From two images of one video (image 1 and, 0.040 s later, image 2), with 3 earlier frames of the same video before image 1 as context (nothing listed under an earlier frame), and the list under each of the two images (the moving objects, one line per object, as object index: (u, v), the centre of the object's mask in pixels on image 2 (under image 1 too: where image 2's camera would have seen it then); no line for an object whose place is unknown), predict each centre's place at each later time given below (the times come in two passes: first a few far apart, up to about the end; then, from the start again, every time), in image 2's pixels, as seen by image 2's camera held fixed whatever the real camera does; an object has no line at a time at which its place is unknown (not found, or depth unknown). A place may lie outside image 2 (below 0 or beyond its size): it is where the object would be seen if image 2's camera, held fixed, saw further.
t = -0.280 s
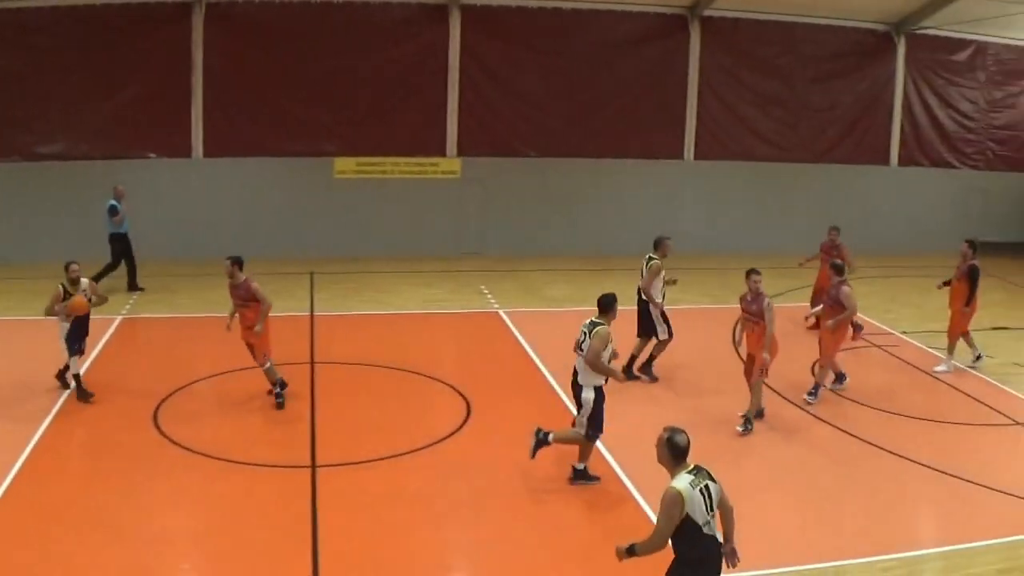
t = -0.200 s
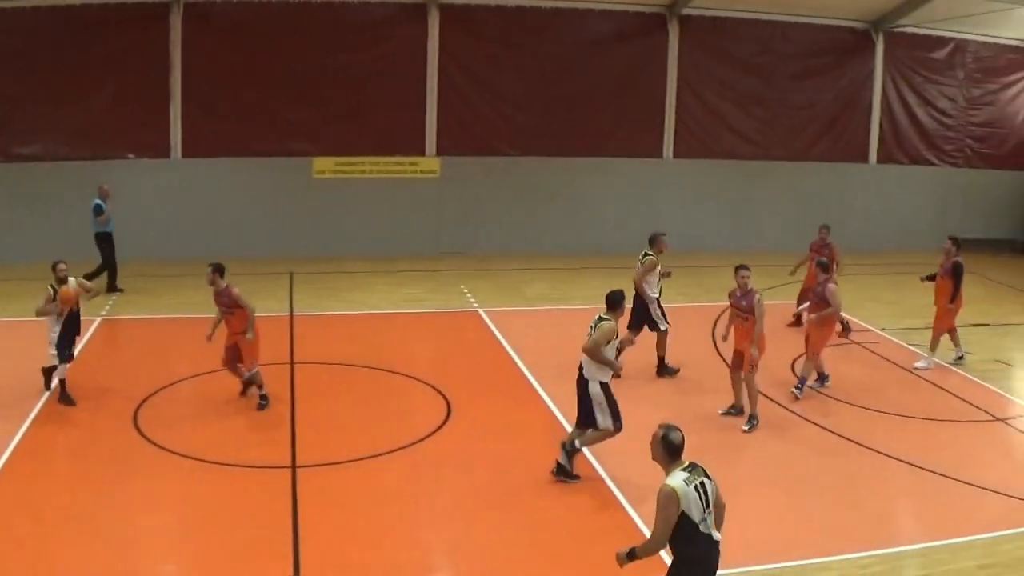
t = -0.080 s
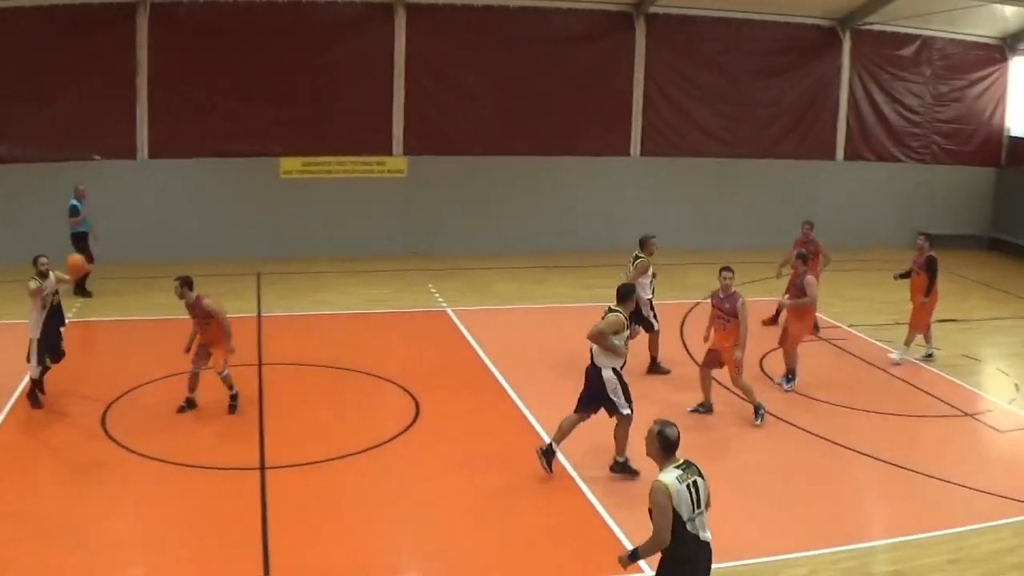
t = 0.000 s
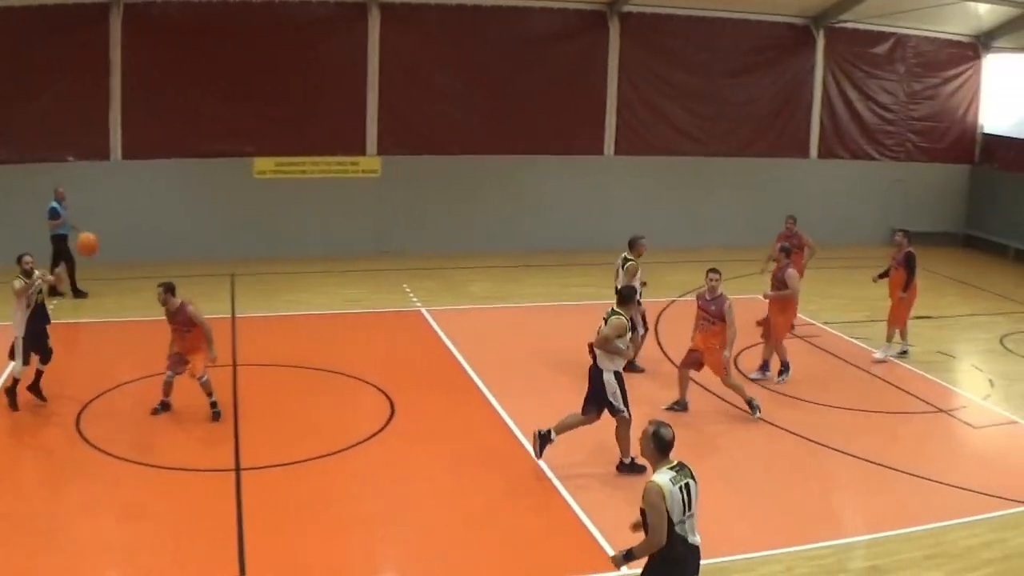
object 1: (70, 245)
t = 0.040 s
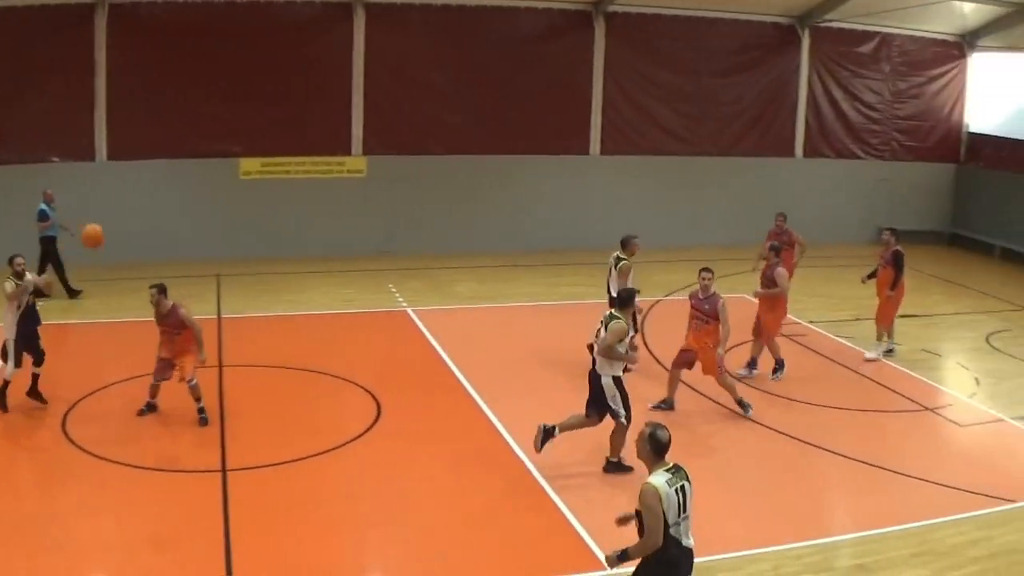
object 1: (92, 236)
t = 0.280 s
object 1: (250, 210)
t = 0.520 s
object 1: (453, 259)
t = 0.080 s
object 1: (115, 227)
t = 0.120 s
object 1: (140, 220)
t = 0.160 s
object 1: (166, 215)
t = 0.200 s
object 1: (193, 211)
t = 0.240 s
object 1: (221, 209)
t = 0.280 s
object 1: (250, 210)
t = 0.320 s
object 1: (280, 212)
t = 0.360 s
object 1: (312, 216)
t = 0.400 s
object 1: (344, 223)
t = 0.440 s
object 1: (379, 233)
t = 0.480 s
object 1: (415, 245)
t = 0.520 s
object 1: (453, 259)
